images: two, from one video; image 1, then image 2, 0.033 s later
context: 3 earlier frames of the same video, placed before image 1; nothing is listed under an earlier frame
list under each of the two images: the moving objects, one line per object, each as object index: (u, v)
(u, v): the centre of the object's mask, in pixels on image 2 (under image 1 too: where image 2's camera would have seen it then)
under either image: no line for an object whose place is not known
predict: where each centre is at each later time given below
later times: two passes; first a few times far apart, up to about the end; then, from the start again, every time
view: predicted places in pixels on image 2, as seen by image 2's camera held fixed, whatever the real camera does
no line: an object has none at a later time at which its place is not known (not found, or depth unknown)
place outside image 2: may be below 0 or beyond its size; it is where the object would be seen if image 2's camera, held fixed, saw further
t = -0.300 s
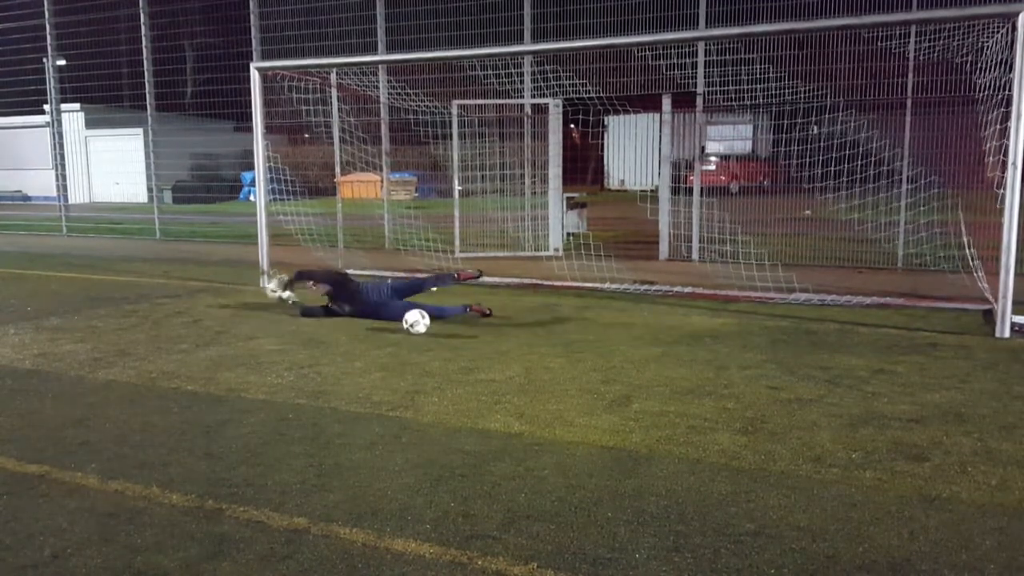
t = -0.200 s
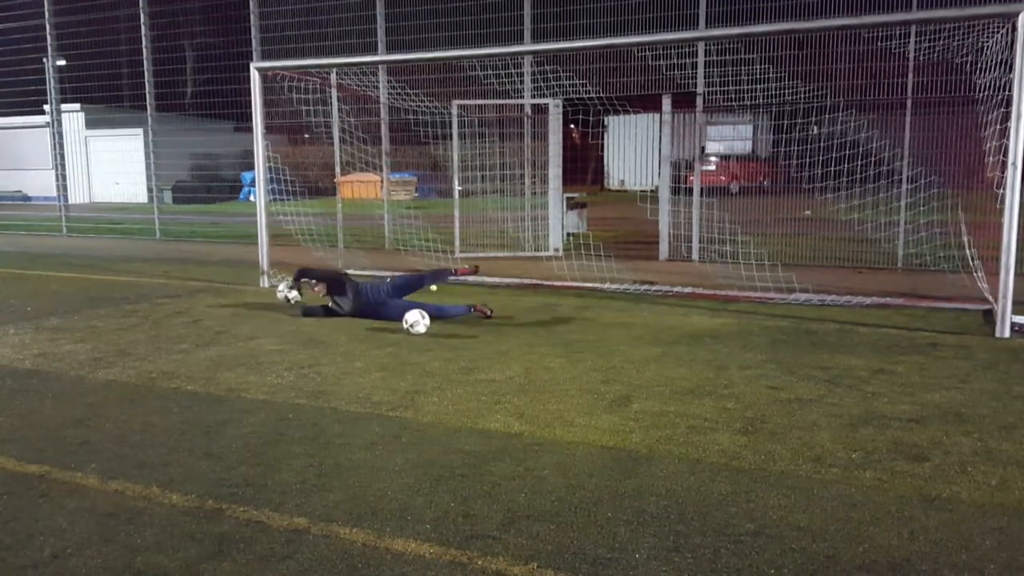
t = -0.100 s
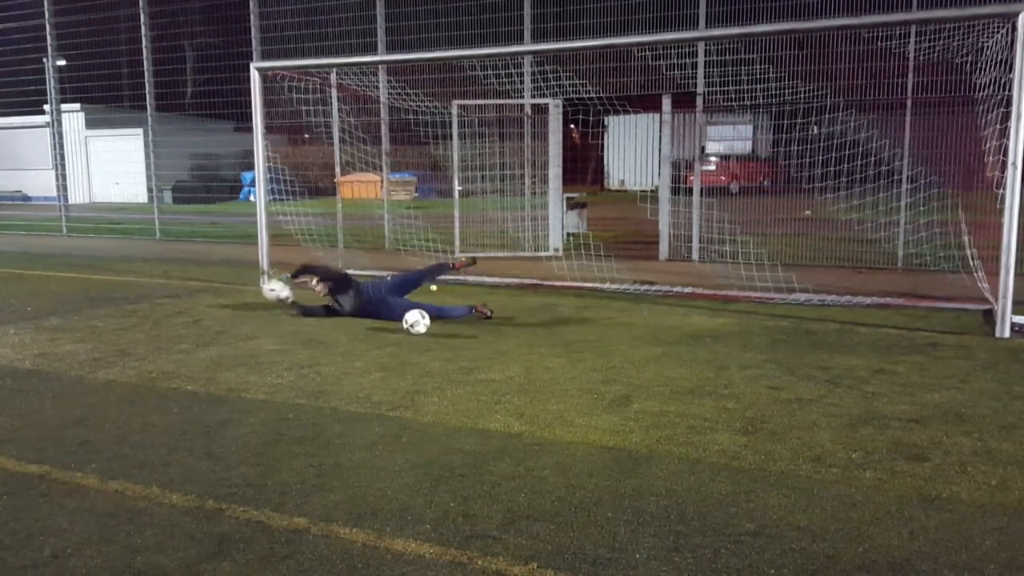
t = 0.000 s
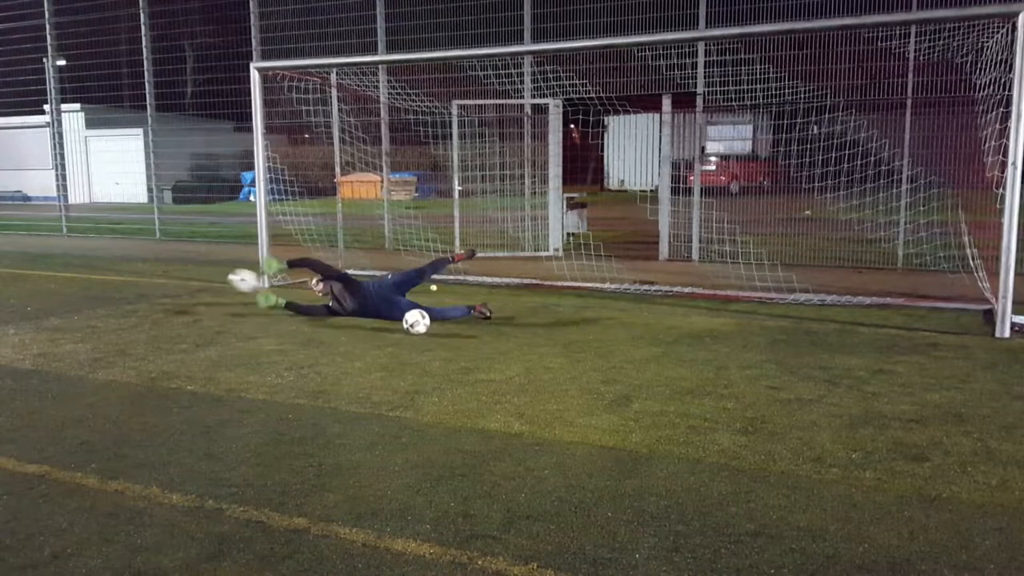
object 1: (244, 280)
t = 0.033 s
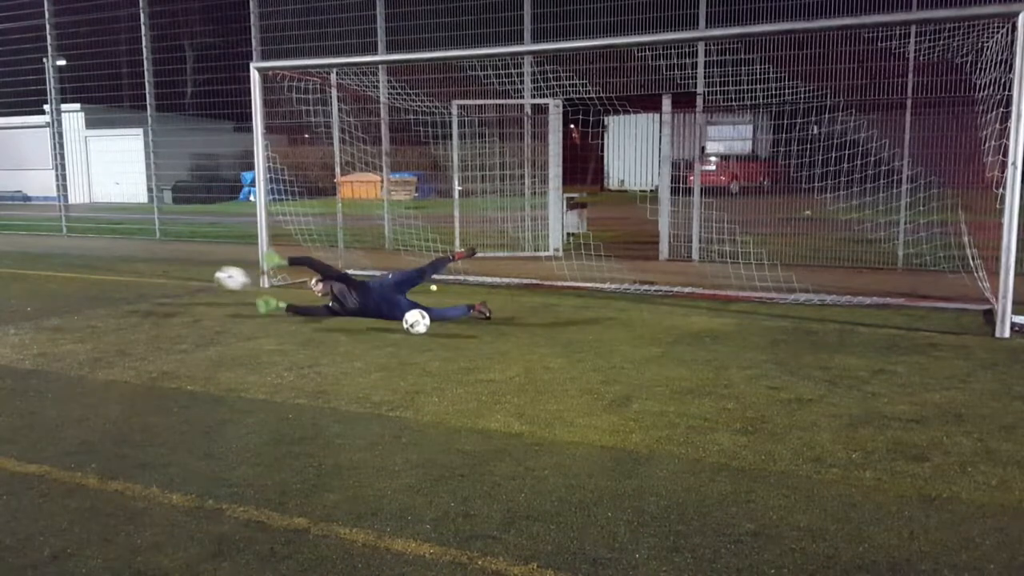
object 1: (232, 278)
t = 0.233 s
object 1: (147, 289)
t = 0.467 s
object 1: (19, 367)
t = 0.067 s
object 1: (219, 277)
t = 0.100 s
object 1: (206, 276)
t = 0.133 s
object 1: (192, 277)
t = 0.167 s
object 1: (178, 280)
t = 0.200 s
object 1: (163, 284)
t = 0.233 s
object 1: (147, 289)
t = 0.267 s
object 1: (130, 297)
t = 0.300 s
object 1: (112, 306)
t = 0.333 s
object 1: (94, 318)
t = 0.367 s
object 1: (75, 331)
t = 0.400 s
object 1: (54, 349)
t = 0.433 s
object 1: (35, 367)
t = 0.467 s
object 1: (19, 367)
